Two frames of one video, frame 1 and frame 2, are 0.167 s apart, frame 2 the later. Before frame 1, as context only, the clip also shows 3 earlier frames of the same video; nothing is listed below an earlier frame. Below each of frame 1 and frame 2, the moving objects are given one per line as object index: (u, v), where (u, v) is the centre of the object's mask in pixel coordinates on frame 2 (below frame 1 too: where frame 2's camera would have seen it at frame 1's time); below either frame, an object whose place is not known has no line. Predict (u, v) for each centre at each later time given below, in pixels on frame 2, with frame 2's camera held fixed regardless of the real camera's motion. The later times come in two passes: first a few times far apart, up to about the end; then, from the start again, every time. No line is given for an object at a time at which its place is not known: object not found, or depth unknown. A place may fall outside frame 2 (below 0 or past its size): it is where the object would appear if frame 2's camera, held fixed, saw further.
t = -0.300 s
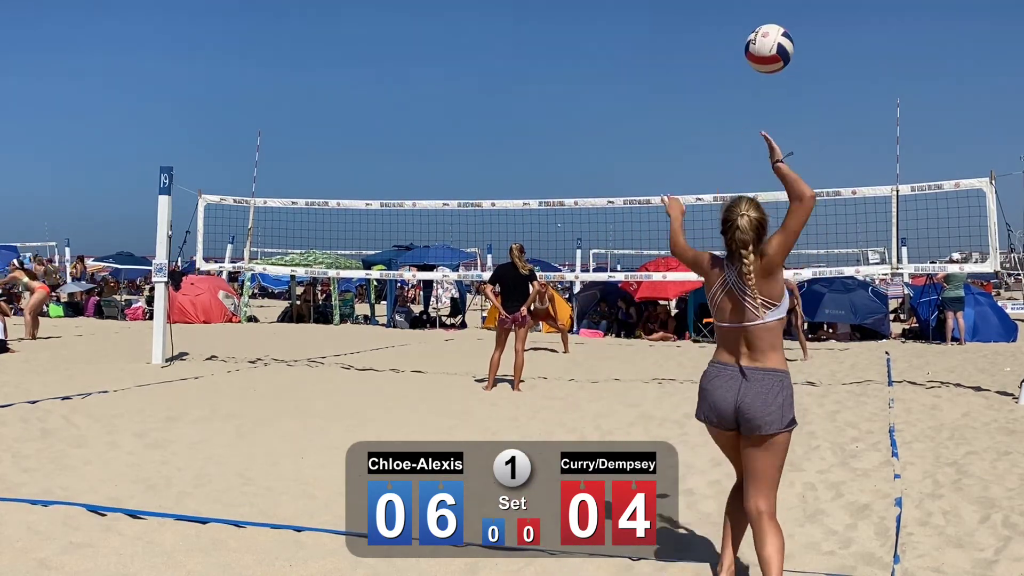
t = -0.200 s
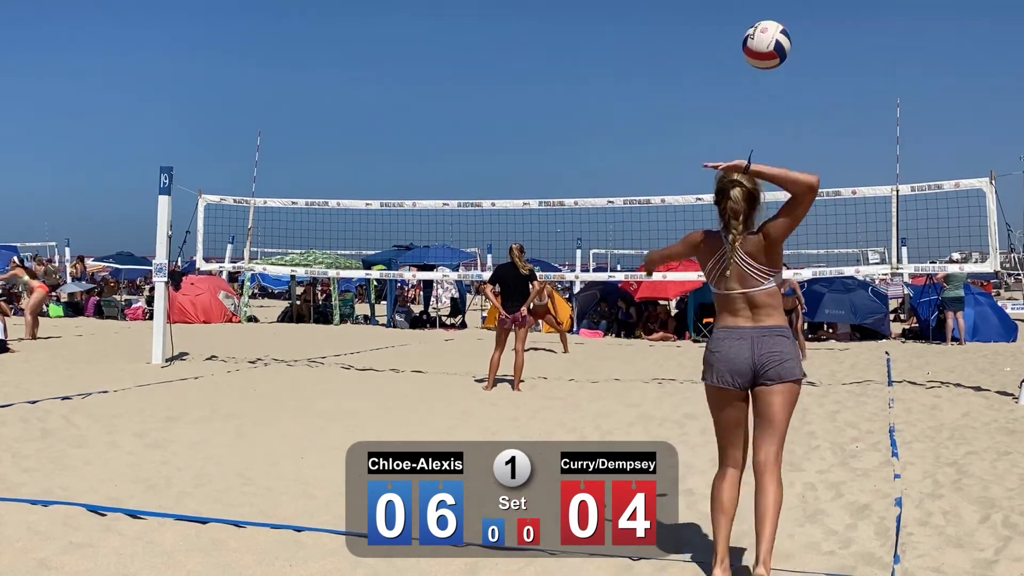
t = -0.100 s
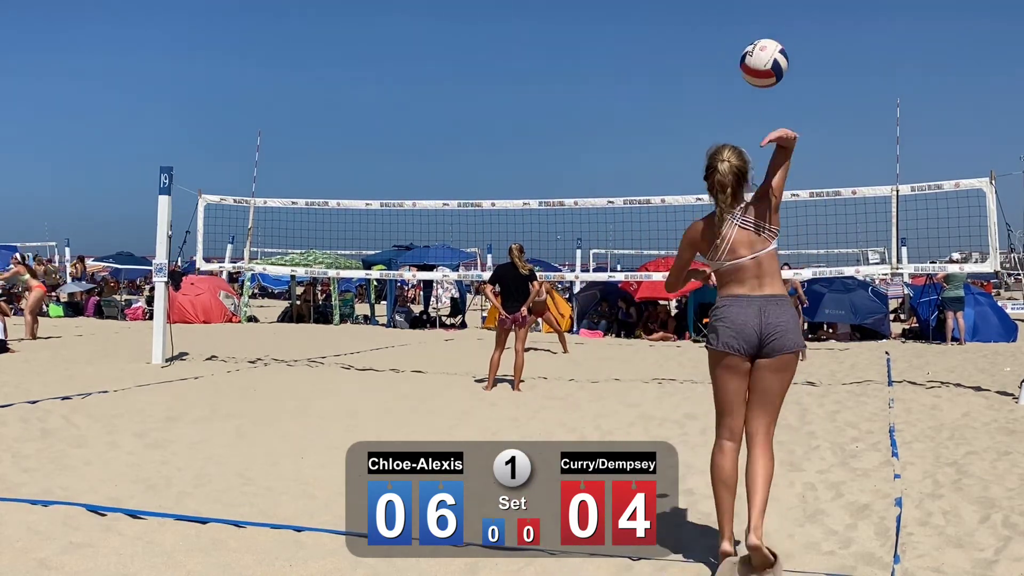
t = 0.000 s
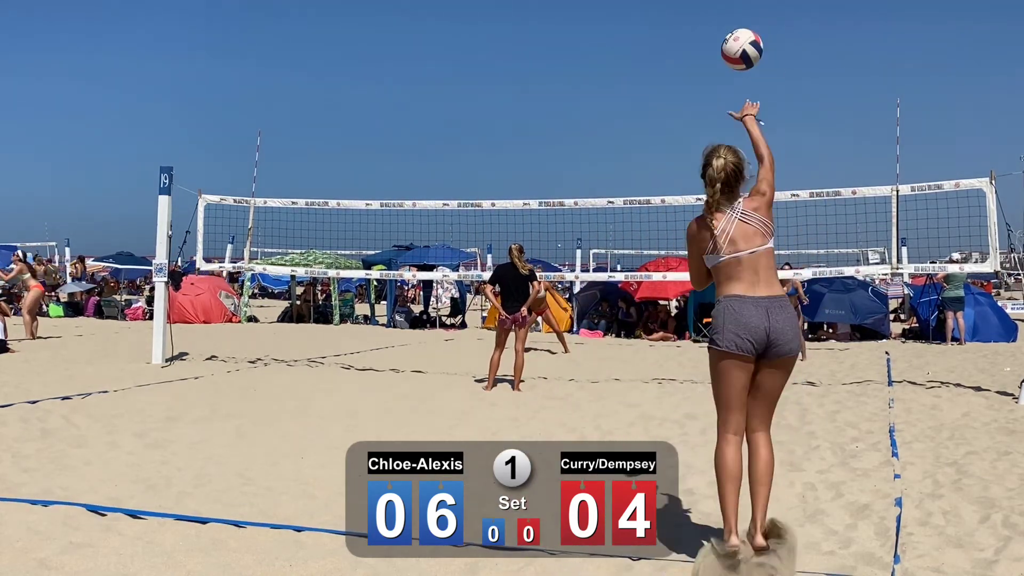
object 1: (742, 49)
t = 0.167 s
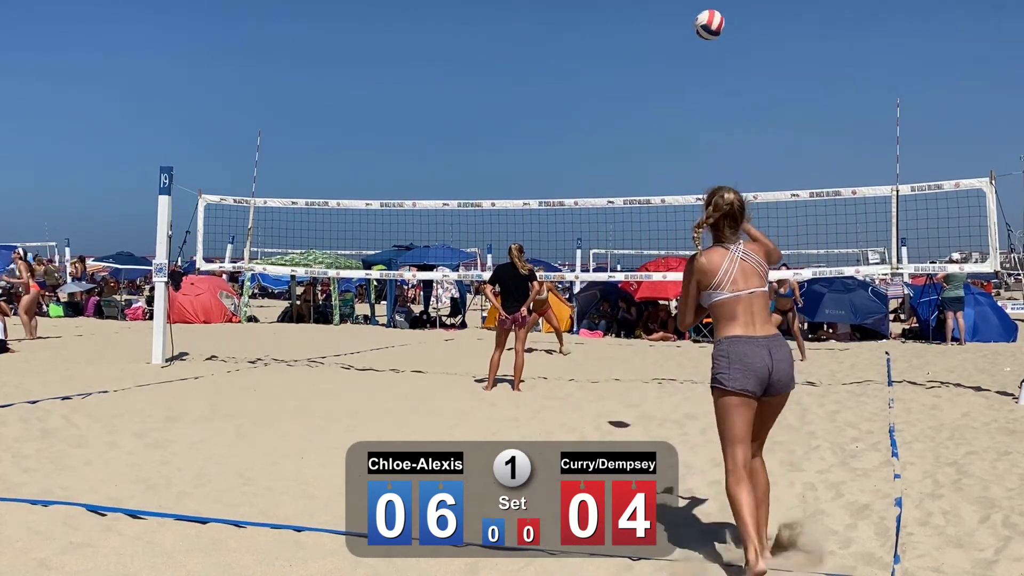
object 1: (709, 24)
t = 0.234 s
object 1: (703, 25)
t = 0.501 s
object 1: (690, 66)
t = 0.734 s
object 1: (688, 132)
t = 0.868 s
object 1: (687, 176)
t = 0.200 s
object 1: (706, 24)
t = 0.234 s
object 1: (703, 25)
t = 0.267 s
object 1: (700, 27)
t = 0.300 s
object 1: (698, 31)
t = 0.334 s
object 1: (696, 35)
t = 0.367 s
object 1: (694, 40)
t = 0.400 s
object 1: (693, 45)
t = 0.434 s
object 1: (692, 52)
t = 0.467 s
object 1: (691, 59)
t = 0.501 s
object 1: (690, 66)
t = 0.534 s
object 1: (690, 74)
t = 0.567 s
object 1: (690, 83)
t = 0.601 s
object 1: (689, 92)
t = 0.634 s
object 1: (688, 102)
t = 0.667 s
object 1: (688, 111)
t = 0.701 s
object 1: (688, 121)
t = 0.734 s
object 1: (688, 132)
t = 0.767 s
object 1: (687, 143)
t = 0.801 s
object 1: (687, 154)
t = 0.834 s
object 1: (687, 165)
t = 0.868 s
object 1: (687, 176)
